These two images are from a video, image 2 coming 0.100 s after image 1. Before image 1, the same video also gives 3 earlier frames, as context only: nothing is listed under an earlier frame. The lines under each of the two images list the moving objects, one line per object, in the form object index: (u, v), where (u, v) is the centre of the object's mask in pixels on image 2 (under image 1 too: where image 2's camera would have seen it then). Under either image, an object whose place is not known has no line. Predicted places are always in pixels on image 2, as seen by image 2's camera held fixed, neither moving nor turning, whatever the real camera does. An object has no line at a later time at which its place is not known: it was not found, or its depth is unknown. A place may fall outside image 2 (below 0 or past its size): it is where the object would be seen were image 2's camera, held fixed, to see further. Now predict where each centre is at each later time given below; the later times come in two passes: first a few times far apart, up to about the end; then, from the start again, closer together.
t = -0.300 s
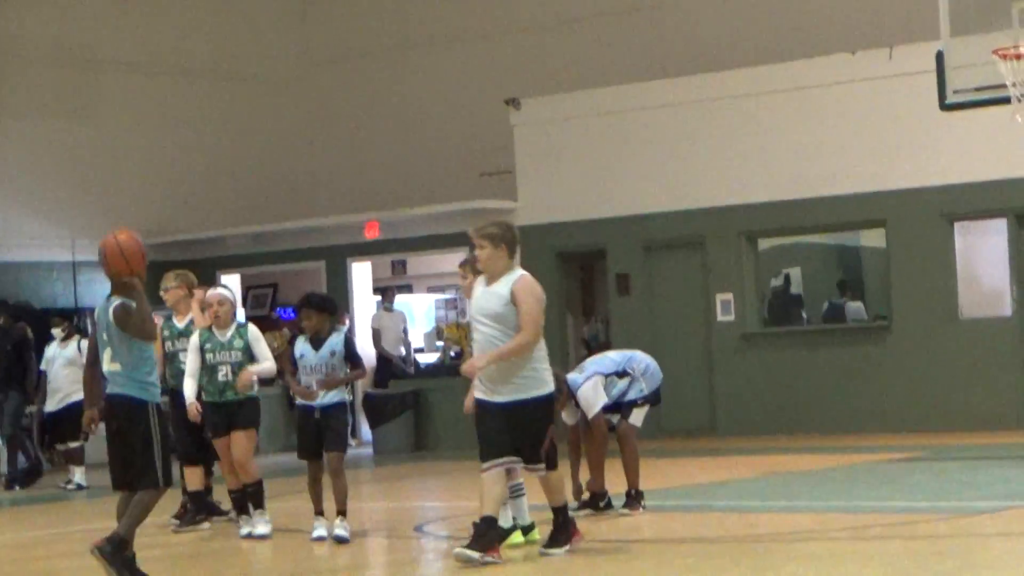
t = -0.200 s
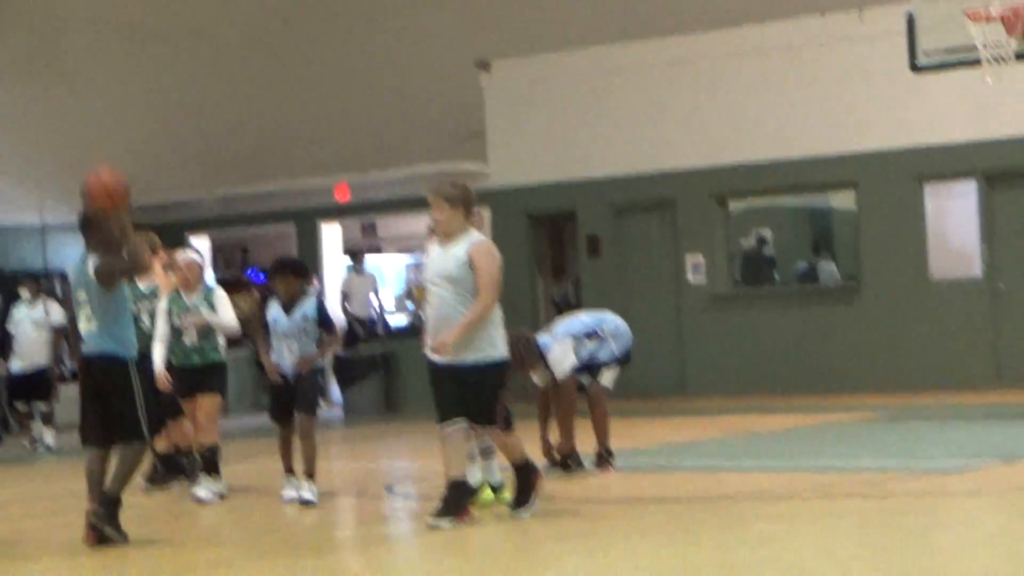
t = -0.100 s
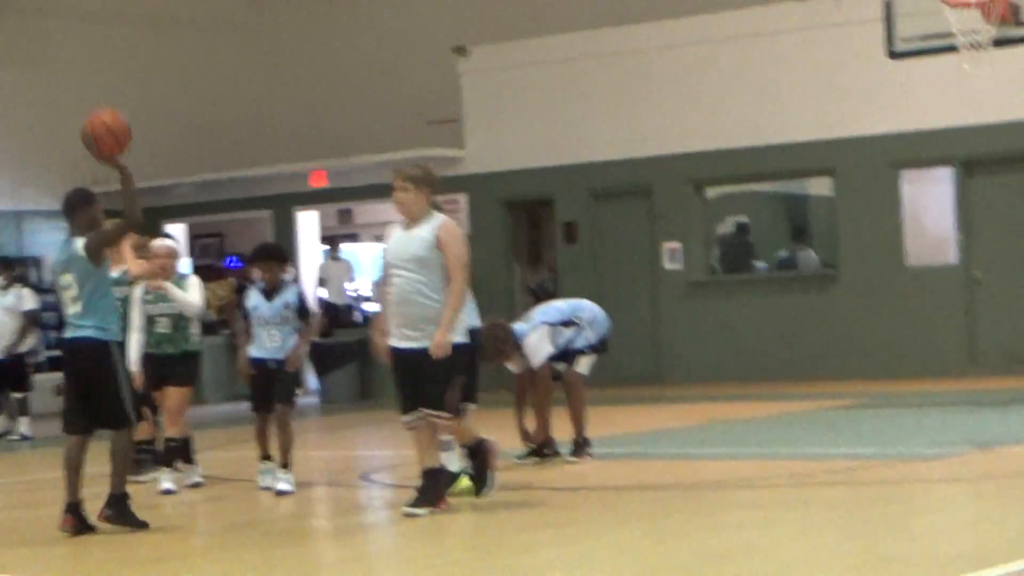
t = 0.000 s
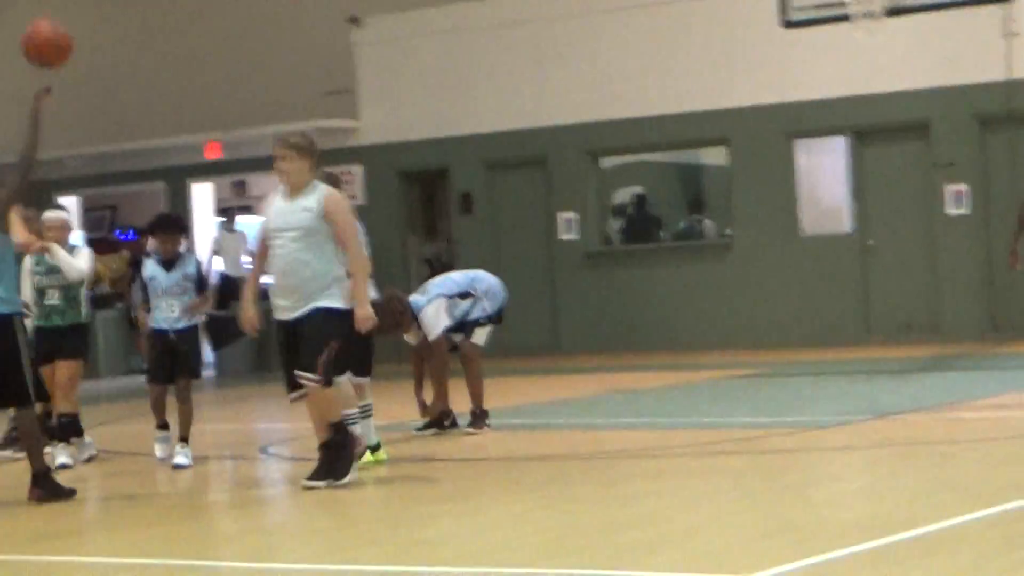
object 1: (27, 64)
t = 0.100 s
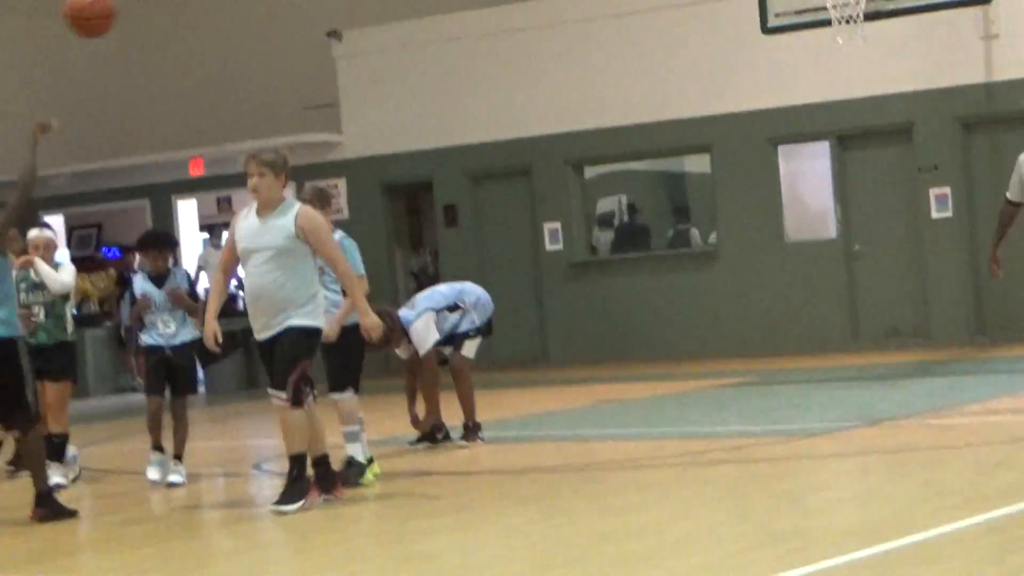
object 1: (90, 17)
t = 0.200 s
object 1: (148, -12)
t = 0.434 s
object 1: (305, -5)
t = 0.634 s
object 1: (439, 91)
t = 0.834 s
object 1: (578, 263)
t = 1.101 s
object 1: (697, 335)
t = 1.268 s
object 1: (729, 222)
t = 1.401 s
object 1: (757, 167)
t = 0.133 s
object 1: (108, 5)
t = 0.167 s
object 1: (128, -5)
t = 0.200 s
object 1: (148, -12)
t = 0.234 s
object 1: (171, -19)
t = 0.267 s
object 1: (194, -22)
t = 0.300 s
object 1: (216, -24)
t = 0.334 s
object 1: (238, -25)
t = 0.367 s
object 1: (260, -21)
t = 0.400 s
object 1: (282, -15)
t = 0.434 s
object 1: (305, -5)
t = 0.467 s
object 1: (327, 6)
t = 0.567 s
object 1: (395, 51)
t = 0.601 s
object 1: (417, 70)
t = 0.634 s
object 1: (439, 91)
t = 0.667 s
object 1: (461, 114)
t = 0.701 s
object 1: (485, 140)
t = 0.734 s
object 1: (508, 167)
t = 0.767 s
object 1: (531, 195)
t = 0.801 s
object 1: (555, 228)
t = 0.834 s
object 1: (578, 263)
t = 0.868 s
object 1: (599, 298)
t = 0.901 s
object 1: (621, 337)
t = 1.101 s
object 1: (697, 335)
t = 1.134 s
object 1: (703, 308)
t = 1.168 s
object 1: (709, 283)
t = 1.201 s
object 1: (716, 261)
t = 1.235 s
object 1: (722, 240)
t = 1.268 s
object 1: (729, 222)
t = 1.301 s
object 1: (735, 206)
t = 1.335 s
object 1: (743, 191)
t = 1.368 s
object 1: (750, 177)
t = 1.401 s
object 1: (757, 167)
